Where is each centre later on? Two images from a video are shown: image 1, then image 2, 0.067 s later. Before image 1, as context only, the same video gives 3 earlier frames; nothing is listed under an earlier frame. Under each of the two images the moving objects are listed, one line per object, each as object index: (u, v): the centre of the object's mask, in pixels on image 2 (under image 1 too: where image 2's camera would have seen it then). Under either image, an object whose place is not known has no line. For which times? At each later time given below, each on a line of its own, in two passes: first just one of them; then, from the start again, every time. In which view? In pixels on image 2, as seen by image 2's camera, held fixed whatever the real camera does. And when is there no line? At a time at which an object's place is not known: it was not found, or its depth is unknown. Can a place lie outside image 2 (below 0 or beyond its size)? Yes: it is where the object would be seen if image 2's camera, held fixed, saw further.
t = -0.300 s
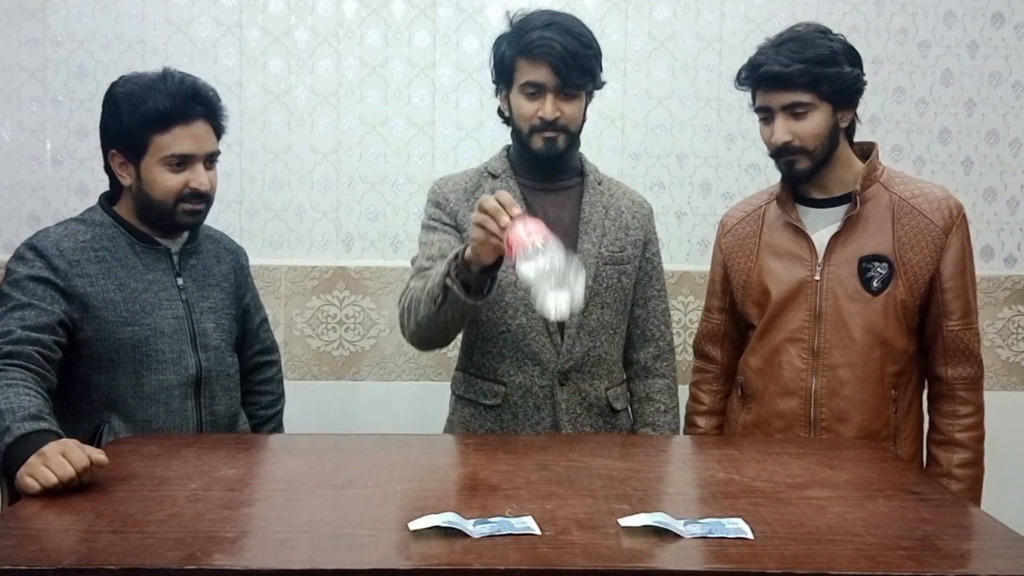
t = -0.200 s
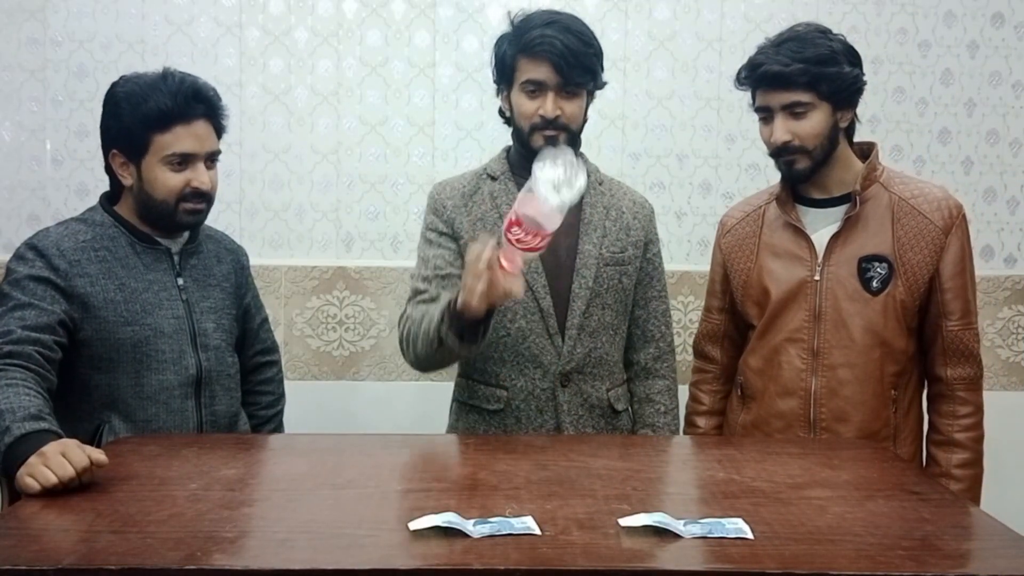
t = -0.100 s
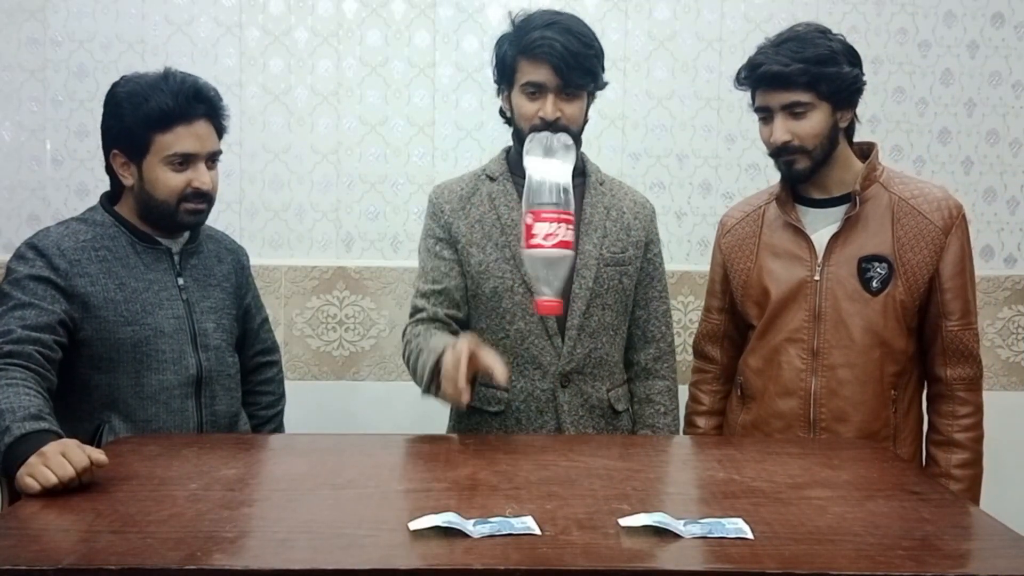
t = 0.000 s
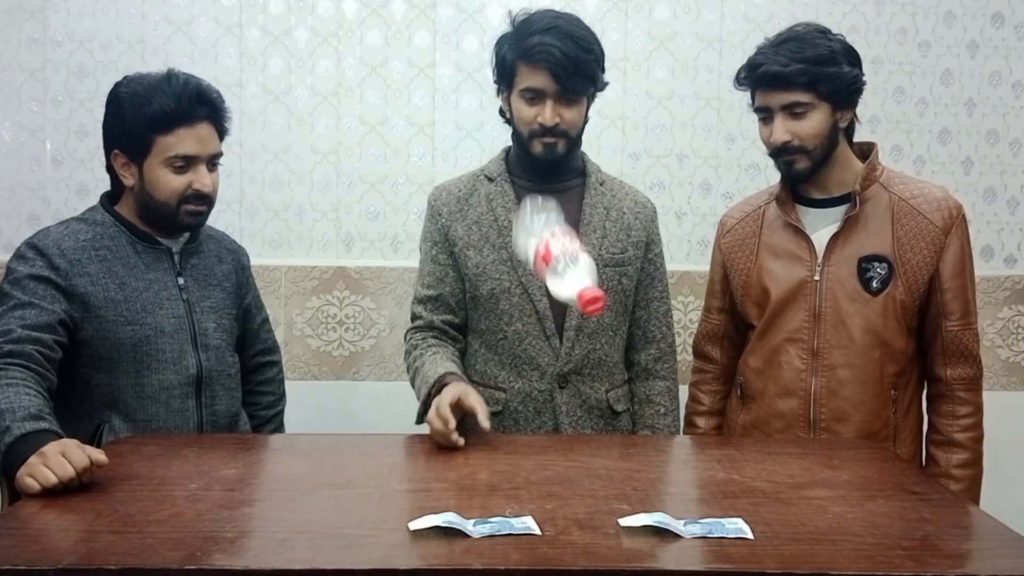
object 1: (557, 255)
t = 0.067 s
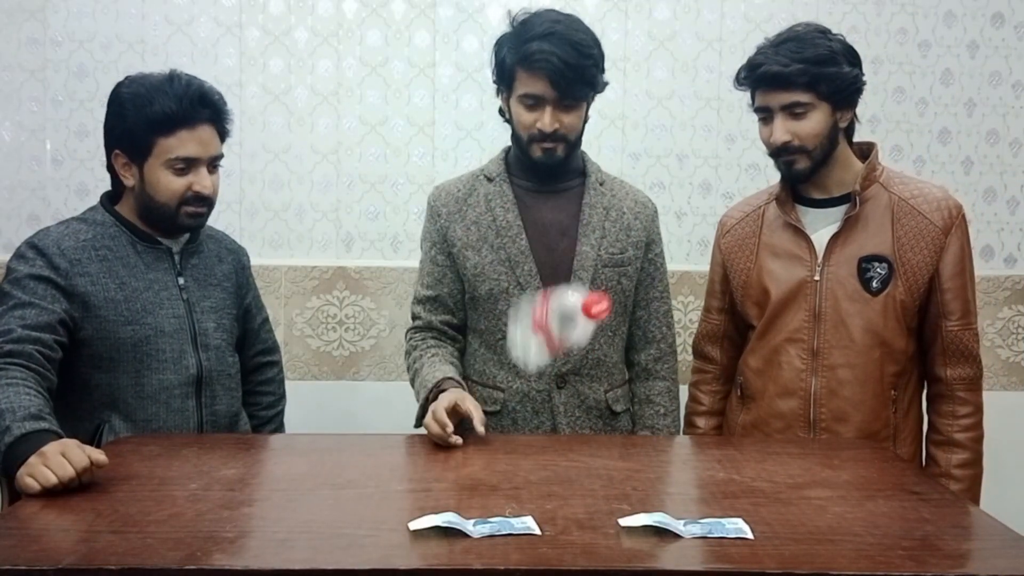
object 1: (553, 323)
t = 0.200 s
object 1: (552, 422)
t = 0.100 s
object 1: (551, 371)
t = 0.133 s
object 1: (549, 419)
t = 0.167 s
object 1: (550, 425)
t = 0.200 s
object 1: (552, 422)
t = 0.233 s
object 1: (557, 421)
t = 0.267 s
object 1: (563, 421)
